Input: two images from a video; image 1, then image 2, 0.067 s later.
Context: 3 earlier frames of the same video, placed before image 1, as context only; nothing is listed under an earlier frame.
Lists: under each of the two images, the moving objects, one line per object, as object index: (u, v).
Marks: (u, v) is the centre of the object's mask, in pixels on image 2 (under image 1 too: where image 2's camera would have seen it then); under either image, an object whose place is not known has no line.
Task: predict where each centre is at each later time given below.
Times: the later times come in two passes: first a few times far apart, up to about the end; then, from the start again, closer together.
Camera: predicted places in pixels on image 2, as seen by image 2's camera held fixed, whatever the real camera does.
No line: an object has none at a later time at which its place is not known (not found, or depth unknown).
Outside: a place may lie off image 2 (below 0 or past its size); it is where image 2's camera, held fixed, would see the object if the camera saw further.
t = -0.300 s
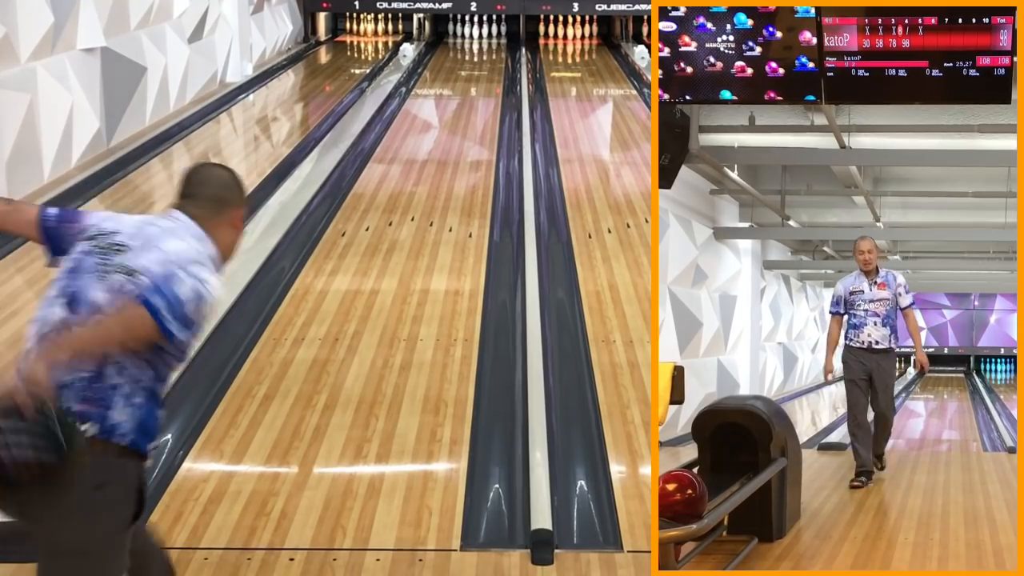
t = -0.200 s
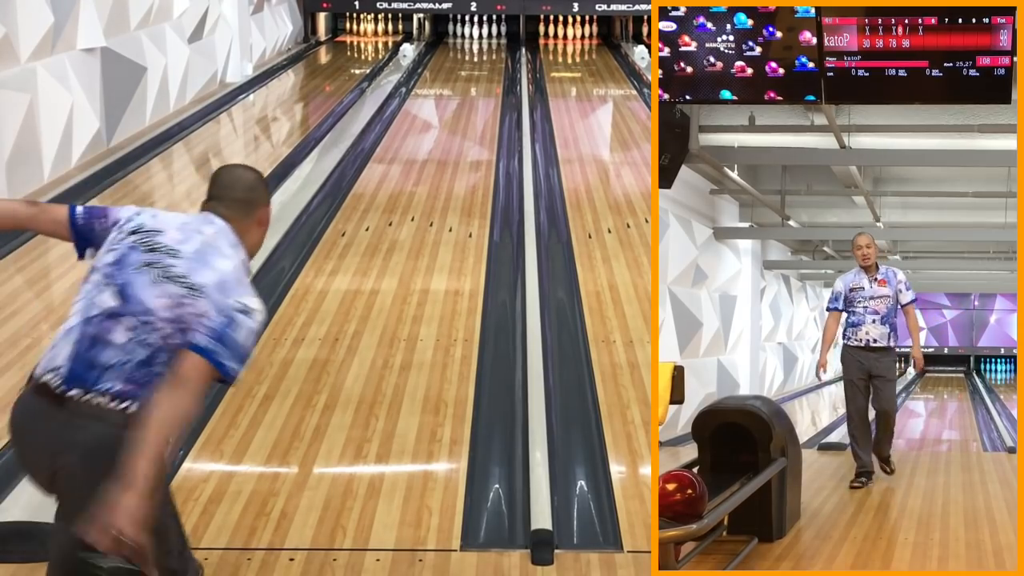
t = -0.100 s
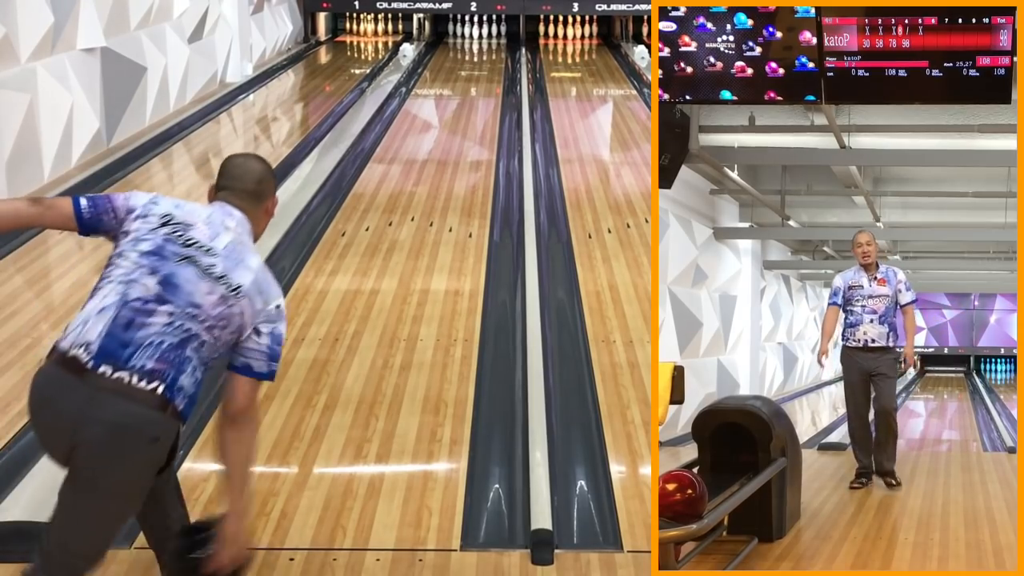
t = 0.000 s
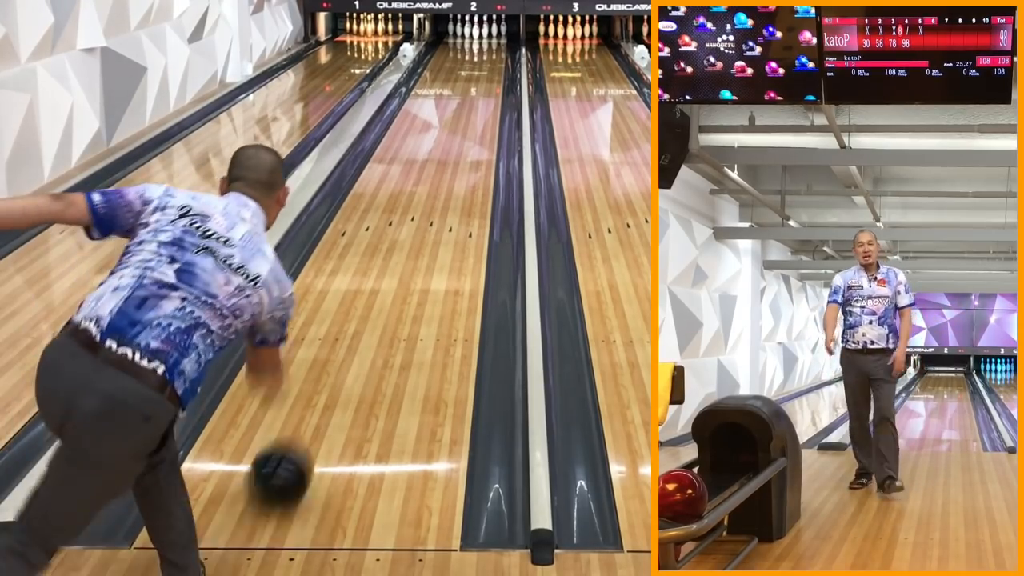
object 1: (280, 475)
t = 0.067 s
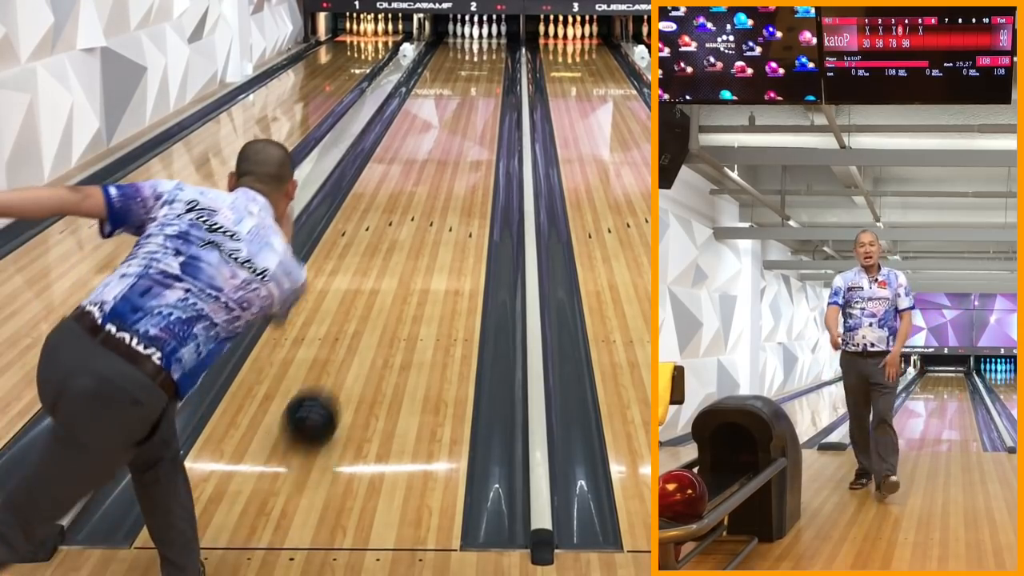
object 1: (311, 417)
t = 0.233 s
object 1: (366, 316)
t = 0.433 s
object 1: (408, 238)
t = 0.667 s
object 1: (438, 179)
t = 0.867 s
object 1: (455, 144)
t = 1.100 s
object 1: (470, 113)
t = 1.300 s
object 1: (478, 93)
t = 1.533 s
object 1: (485, 75)
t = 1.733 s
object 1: (488, 63)
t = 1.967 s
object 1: (488, 49)
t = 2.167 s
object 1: (485, 42)
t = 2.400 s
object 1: (479, 33)
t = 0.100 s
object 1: (325, 392)
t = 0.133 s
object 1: (337, 371)
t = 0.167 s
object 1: (347, 351)
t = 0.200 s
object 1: (358, 332)
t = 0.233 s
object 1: (366, 316)
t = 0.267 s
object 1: (375, 301)
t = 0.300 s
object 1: (383, 286)
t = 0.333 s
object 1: (389, 272)
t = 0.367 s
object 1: (396, 260)
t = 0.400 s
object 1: (402, 248)
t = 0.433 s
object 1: (408, 238)
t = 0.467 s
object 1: (413, 226)
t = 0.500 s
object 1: (418, 218)
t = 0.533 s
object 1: (422, 209)
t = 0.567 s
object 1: (426, 201)
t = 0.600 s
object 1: (431, 193)
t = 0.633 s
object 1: (434, 186)
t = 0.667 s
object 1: (438, 179)
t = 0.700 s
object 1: (441, 172)
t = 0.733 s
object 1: (444, 166)
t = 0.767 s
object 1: (447, 160)
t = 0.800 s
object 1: (450, 155)
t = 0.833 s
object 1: (453, 149)
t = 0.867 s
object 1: (455, 144)
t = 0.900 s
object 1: (458, 139)
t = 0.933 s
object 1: (460, 134)
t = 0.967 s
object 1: (462, 130)
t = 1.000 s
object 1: (464, 125)
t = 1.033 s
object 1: (466, 121)
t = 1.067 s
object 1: (468, 117)
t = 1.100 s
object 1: (470, 113)
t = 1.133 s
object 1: (471, 109)
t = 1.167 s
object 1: (473, 106)
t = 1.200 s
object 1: (475, 103)
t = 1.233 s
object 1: (476, 99)
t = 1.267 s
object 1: (477, 96)
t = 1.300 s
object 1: (478, 93)
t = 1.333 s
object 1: (480, 90)
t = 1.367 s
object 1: (480, 88)
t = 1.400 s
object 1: (481, 85)
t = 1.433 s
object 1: (482, 82)
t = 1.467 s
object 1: (483, 80)
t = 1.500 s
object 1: (484, 78)
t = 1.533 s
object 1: (485, 75)
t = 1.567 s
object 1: (485, 73)
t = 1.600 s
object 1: (486, 71)
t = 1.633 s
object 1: (487, 69)
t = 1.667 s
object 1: (487, 66)
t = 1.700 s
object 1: (488, 64)
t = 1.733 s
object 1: (488, 63)
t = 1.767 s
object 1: (488, 60)
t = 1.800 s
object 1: (488, 58)
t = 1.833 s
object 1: (488, 56)
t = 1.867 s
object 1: (488, 55)
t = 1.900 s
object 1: (488, 53)
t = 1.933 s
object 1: (488, 51)
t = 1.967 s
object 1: (488, 49)
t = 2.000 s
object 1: (488, 48)
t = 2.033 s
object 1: (487, 47)
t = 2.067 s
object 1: (487, 45)
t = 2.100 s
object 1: (486, 44)
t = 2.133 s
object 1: (486, 43)
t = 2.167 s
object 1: (485, 42)
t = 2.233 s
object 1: (484, 38)
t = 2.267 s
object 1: (483, 37)
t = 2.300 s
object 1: (483, 36)
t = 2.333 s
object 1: (482, 34)
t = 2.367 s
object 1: (480, 33)
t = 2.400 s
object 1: (479, 33)
